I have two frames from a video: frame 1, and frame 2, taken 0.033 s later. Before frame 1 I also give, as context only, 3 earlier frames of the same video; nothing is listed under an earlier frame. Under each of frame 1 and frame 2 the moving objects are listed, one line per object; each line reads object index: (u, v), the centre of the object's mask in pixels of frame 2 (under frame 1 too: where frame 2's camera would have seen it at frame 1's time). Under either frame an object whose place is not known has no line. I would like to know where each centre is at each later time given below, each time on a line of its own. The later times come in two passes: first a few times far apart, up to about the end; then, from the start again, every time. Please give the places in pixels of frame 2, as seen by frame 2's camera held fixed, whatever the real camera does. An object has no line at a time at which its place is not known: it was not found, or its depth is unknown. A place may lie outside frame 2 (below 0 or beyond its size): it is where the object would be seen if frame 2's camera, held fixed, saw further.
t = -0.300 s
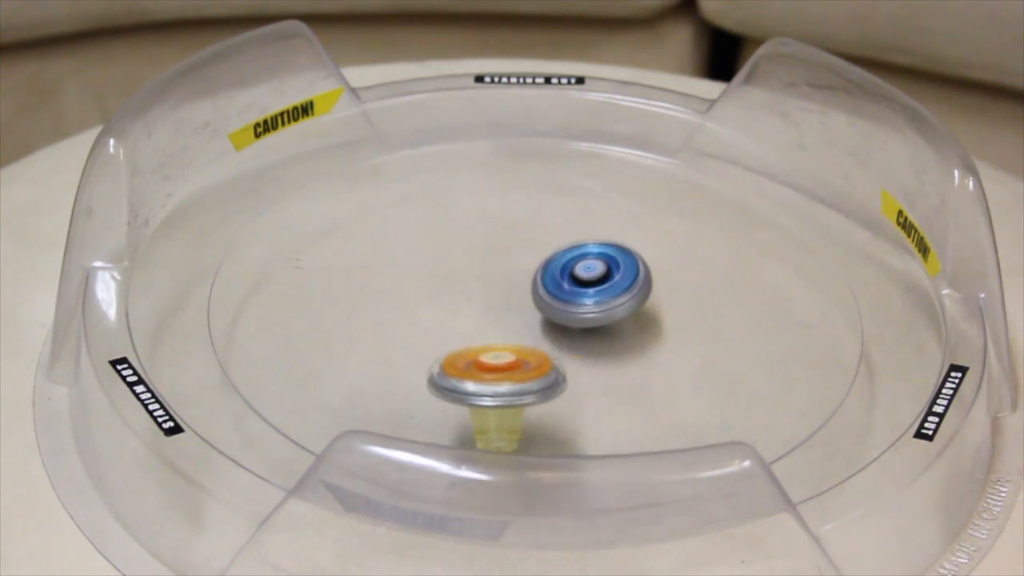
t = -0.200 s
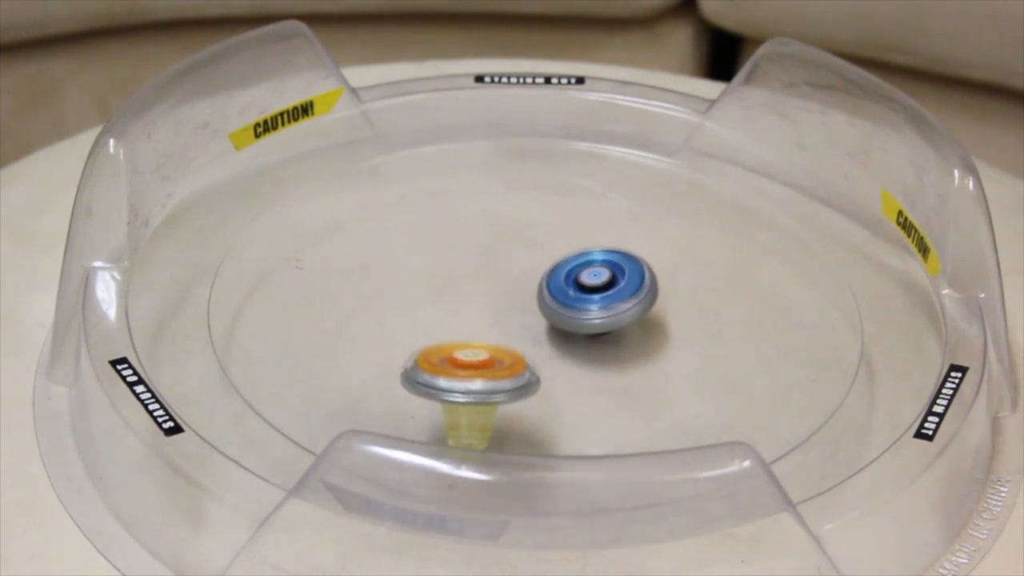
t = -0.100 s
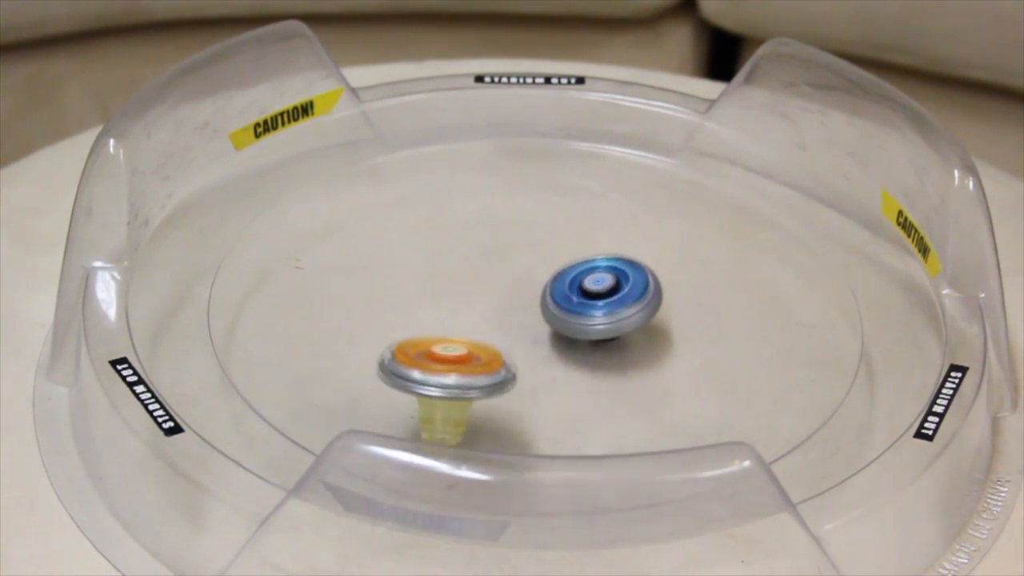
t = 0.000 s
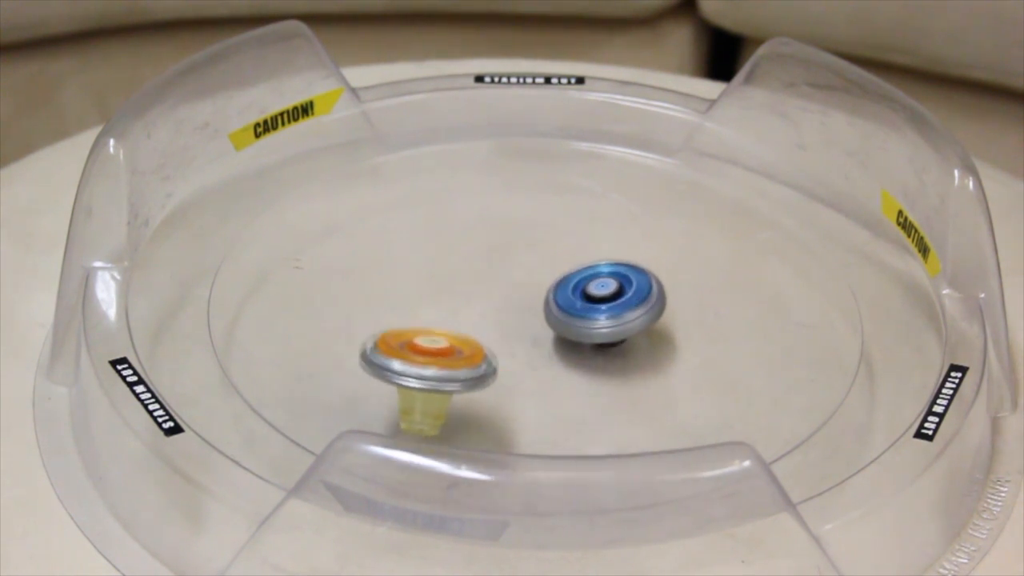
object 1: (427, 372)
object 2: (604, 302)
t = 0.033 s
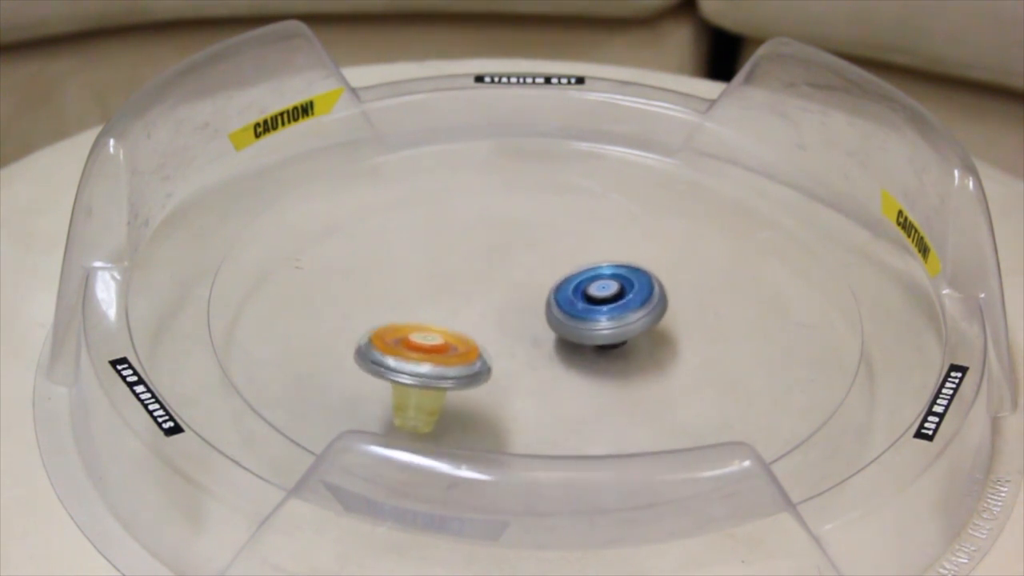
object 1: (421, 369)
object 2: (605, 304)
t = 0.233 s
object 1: (396, 340)
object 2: (606, 315)
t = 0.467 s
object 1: (369, 300)
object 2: (598, 324)
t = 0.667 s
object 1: (360, 267)
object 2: (584, 332)
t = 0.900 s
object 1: (371, 234)
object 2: (566, 344)
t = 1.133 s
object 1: (403, 210)
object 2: (555, 350)
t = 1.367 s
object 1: (452, 194)
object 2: (531, 347)
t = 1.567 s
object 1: (497, 187)
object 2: (512, 343)
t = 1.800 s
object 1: (559, 196)
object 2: (496, 336)
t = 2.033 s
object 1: (621, 211)
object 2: (490, 326)
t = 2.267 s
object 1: (674, 233)
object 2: (481, 315)
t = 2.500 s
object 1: (708, 261)
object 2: (477, 302)
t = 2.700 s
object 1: (711, 290)
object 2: (482, 293)
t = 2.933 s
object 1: (691, 327)
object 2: (496, 286)
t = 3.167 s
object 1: (655, 360)
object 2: (515, 282)
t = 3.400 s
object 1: (602, 382)
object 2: (535, 283)
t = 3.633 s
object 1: (537, 389)
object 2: (552, 286)
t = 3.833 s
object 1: (478, 381)
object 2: (562, 292)
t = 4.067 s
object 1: (422, 357)
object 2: (572, 301)
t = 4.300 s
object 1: (383, 321)
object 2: (579, 308)
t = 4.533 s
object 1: (367, 283)
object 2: (576, 315)
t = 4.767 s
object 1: (374, 247)
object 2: (574, 326)
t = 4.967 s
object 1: (402, 226)
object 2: (567, 333)
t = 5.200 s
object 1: (451, 207)
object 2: (549, 339)
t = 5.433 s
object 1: (503, 193)
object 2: (529, 343)
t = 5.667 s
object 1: (559, 198)
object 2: (509, 340)
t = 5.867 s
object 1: (607, 214)
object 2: (500, 335)
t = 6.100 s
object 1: (656, 244)
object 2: (492, 325)
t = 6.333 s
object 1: (685, 281)
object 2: (486, 315)
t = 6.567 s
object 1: (700, 313)
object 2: (484, 304)
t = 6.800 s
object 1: (684, 342)
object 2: (490, 295)
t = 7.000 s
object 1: (648, 362)
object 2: (499, 289)
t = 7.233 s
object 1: (587, 379)
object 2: (518, 284)
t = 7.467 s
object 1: (517, 381)
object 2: (541, 284)
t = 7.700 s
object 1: (451, 367)
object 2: (553, 284)
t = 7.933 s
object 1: (402, 340)
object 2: (566, 293)
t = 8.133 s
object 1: (379, 310)
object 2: (575, 302)
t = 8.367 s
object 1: (374, 274)
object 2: (576, 308)
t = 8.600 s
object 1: (393, 242)
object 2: (575, 316)
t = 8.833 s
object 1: (434, 220)
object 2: (568, 324)
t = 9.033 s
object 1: (481, 207)
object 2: (561, 327)
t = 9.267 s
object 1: (540, 206)
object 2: (540, 331)
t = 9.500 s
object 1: (600, 216)
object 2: (525, 332)
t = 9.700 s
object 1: (644, 235)
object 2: (512, 330)
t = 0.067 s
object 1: (417, 365)
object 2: (606, 306)
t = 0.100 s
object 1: (412, 361)
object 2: (607, 307)
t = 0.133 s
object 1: (408, 356)
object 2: (607, 309)
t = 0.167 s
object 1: (404, 351)
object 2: (607, 310)
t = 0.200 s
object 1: (399, 345)
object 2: (607, 313)
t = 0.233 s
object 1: (396, 340)
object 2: (606, 315)
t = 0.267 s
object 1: (390, 334)
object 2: (604, 317)
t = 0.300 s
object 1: (387, 329)
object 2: (603, 318)
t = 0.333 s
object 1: (382, 324)
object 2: (603, 319)
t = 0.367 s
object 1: (380, 318)
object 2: (602, 321)
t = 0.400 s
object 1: (376, 312)
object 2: (601, 322)
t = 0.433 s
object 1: (373, 306)
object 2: (600, 323)
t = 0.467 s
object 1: (369, 300)
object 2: (598, 324)
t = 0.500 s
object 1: (367, 295)
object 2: (597, 325)
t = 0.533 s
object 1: (364, 289)
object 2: (595, 326)
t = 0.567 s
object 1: (364, 284)
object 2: (592, 328)
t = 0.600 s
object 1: (361, 278)
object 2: (590, 329)
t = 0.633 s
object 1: (362, 273)
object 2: (587, 331)
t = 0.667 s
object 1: (360, 267)
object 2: (584, 332)
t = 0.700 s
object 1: (361, 262)
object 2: (581, 334)
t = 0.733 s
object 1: (361, 257)
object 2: (578, 336)
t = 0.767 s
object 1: (363, 252)
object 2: (575, 338)
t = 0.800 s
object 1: (364, 247)
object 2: (573, 339)
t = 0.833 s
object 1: (367, 242)
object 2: (570, 341)
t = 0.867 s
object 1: (369, 238)
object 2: (568, 343)
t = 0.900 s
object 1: (371, 234)
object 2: (566, 344)
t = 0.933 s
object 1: (374, 230)
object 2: (565, 345)
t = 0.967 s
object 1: (378, 226)
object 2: (565, 347)
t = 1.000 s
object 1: (382, 222)
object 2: (563, 348)
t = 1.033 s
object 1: (386, 218)
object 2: (562, 349)
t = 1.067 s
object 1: (391, 216)
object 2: (559, 349)
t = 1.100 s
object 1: (396, 213)
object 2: (557, 350)
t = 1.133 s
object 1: (403, 210)
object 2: (555, 350)
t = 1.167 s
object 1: (408, 207)
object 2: (553, 350)
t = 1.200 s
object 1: (415, 205)
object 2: (550, 350)
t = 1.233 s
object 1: (421, 203)
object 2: (546, 349)
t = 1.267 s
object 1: (429, 200)
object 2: (542, 349)
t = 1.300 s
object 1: (436, 198)
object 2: (538, 348)
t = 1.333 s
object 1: (443, 196)
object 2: (534, 348)
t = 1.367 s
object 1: (452, 194)
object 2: (531, 347)
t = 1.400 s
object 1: (458, 192)
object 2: (528, 346)
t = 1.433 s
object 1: (466, 190)
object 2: (525, 345)
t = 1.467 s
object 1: (474, 189)
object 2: (522, 344)
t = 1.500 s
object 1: (481, 188)
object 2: (519, 344)
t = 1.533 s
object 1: (490, 187)
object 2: (515, 343)
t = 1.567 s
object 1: (497, 187)
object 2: (512, 343)
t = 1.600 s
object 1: (506, 187)
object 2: (509, 343)
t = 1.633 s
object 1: (514, 188)
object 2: (506, 342)
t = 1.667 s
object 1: (523, 190)
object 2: (503, 341)
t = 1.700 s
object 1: (532, 191)
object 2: (501, 340)
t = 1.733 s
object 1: (540, 192)
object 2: (499, 339)
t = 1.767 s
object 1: (550, 194)
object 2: (497, 338)
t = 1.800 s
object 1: (559, 196)
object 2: (496, 336)
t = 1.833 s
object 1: (569, 198)
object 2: (495, 335)
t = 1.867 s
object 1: (578, 200)
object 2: (494, 333)
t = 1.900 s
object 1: (586, 202)
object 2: (494, 331)
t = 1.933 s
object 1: (596, 204)
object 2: (493, 330)
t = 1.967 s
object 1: (604, 206)
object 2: (492, 328)
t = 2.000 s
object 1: (612, 208)
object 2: (491, 327)
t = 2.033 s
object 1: (621, 211)
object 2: (490, 326)
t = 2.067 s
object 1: (629, 213)
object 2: (489, 324)
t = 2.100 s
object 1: (637, 217)
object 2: (488, 323)
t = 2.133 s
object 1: (646, 220)
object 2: (486, 321)
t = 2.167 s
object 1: (653, 223)
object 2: (485, 319)
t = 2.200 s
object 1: (660, 226)
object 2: (484, 318)
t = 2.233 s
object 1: (667, 230)
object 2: (482, 316)
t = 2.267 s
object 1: (674, 233)
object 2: (481, 315)
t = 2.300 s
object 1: (681, 237)
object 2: (480, 313)
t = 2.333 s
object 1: (686, 241)
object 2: (479, 311)
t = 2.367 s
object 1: (691, 245)
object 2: (479, 309)
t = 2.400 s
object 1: (697, 248)
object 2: (478, 308)
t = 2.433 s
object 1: (700, 251)
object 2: (478, 306)
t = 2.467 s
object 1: (705, 257)
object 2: (477, 304)
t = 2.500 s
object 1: (708, 261)
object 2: (477, 302)
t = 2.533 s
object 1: (710, 266)
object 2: (478, 301)
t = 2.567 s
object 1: (712, 271)
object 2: (478, 299)
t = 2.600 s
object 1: (713, 275)
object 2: (479, 298)
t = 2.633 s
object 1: (713, 280)
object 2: (480, 296)
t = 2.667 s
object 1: (712, 285)
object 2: (481, 294)
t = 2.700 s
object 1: (711, 290)
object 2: (482, 293)
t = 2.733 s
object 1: (710, 295)
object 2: (484, 292)
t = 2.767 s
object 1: (707, 301)
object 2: (487, 291)
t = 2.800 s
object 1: (705, 306)
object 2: (489, 290)
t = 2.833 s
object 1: (702, 311)
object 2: (490, 289)
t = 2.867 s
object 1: (698, 317)
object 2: (492, 288)
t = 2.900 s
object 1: (694, 322)
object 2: (494, 287)
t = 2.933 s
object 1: (691, 327)
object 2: (496, 286)
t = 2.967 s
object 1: (686, 333)
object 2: (498, 285)
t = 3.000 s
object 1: (682, 338)
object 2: (501, 284)
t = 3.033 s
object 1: (677, 342)
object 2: (503, 284)
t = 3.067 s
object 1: (672, 347)
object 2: (506, 283)
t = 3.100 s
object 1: (666, 352)
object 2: (509, 283)
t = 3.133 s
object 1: (661, 357)
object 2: (512, 282)
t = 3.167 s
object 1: (655, 360)
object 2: (515, 282)
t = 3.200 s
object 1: (648, 364)
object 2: (518, 282)
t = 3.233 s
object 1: (641, 368)
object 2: (521, 282)
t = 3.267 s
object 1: (635, 372)
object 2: (524, 282)
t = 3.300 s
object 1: (628, 375)
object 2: (527, 282)
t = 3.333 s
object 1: (619, 377)
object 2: (529, 282)
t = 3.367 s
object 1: (610, 380)
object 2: (532, 283)
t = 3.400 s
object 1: (602, 382)
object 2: (535, 283)
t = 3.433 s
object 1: (594, 384)
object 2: (538, 283)
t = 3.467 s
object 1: (585, 385)
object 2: (541, 284)
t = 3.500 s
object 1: (575, 387)
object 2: (543, 285)
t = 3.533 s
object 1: (566, 388)
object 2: (546, 285)
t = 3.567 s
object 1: (557, 388)
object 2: (548, 286)
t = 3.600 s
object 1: (547, 389)
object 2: (550, 286)
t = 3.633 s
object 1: (537, 389)
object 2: (552, 286)
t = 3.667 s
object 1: (527, 389)
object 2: (554, 287)
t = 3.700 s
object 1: (517, 388)
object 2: (555, 288)
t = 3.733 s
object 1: (508, 387)
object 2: (557, 288)
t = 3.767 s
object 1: (498, 385)
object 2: (558, 290)
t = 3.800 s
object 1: (488, 383)
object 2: (560, 291)
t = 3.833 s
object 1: (478, 381)
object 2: (562, 292)
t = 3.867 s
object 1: (469, 379)
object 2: (564, 293)
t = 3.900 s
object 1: (461, 376)
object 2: (566, 295)
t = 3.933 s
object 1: (452, 373)
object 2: (568, 296)
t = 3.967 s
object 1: (444, 369)
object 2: (570, 298)
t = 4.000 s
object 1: (436, 365)
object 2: (571, 299)
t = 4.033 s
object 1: (429, 361)
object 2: (572, 300)
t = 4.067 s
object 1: (422, 357)
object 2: (572, 301)
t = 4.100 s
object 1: (416, 352)
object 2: (573, 303)
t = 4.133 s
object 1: (411, 347)
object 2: (574, 304)
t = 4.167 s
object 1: (404, 342)
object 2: (575, 306)
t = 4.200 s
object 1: (398, 337)
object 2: (576, 307)
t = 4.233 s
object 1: (392, 332)
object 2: (578, 308)
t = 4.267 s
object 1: (387, 327)
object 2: (578, 308)
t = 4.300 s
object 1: (383, 321)
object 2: (579, 308)
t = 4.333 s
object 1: (380, 317)
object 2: (579, 309)
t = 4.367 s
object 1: (377, 311)
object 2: (578, 309)
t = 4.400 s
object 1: (375, 305)
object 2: (578, 310)
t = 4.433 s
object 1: (372, 300)
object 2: (577, 311)
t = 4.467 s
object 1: (369, 294)
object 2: (577, 312)
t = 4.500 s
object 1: (368, 288)
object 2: (577, 314)
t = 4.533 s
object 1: (367, 283)
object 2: (576, 315)
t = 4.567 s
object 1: (366, 278)
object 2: (576, 317)
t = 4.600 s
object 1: (367, 272)
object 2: (576, 319)
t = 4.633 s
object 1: (367, 266)
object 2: (575, 321)
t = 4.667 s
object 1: (368, 261)
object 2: (575, 322)
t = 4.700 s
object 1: (370, 256)
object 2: (575, 324)
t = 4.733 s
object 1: (372, 252)
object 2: (574, 325)
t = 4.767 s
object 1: (374, 247)
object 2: (574, 326)
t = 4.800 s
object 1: (377, 243)
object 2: (574, 327)
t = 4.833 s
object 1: (380, 238)
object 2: (573, 328)
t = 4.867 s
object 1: (385, 235)
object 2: (572, 330)
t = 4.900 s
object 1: (390, 232)
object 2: (570, 331)
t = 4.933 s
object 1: (395, 229)
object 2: (569, 332)
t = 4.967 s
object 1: (402, 226)
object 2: (567, 333)
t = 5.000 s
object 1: (408, 223)
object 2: (566, 333)
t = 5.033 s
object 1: (415, 221)
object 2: (564, 335)
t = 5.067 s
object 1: (422, 218)
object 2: (561, 336)
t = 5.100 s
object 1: (430, 215)
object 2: (559, 336)
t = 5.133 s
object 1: (437, 213)
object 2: (556, 338)
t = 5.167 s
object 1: (444, 210)
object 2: (553, 338)
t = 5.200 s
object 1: (451, 207)
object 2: (549, 339)
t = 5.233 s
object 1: (458, 204)
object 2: (546, 340)
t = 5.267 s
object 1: (465, 201)
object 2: (543, 340)
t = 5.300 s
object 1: (473, 199)
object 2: (540, 341)
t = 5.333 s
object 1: (480, 197)
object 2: (537, 342)
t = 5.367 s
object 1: (488, 195)
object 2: (535, 343)
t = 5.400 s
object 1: (496, 194)
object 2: (532, 343)
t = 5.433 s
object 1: (503, 193)
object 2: (529, 343)
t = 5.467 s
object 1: (511, 192)
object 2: (526, 344)
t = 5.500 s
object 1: (519, 192)
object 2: (523, 343)
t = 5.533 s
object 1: (526, 192)
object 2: (520, 343)
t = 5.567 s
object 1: (534, 193)
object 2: (517, 343)
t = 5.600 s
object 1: (542, 194)
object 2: (514, 342)
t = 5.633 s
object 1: (551, 196)
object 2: (511, 341)
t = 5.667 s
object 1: (559, 198)
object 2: (509, 340)
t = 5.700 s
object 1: (567, 200)
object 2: (507, 339)
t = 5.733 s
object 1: (575, 202)
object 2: (505, 339)
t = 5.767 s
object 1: (583, 205)
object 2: (504, 338)
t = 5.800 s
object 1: (592, 208)
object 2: (503, 337)
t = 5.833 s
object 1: (599, 211)
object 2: (502, 336)
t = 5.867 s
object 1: (607, 214)
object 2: (500, 335)
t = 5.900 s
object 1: (615, 218)
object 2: (499, 334)
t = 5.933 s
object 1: (623, 222)
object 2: (497, 332)
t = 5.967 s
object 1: (631, 225)
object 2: (496, 330)
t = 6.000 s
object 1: (639, 229)
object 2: (494, 329)
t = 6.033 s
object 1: (645, 233)
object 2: (493, 327)
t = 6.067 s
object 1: (651, 239)
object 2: (492, 326)
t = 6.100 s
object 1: (656, 244)
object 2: (492, 325)
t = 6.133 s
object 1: (661, 248)
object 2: (491, 323)
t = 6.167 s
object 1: (665, 255)
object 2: (490, 322)
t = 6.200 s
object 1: (669, 260)
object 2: (489, 321)
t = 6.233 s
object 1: (673, 266)
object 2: (488, 320)
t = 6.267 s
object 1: (676, 271)
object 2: (487, 318)
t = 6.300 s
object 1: (680, 276)
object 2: (487, 317)
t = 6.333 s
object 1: (685, 281)
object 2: (486, 315)
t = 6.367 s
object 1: (688, 285)
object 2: (486, 314)
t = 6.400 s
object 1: (692, 290)
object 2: (486, 312)
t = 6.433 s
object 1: (695, 295)
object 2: (486, 311)
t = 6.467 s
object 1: (697, 300)
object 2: (485, 309)
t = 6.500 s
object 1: (698, 304)
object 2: (485, 307)
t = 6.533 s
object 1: (699, 308)
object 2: (484, 306)
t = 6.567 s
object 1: (700, 313)
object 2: (484, 304)
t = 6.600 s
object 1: (699, 317)
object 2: (484, 303)
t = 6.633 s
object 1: (698, 321)
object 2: (485, 301)
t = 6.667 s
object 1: (697, 325)
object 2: (485, 300)
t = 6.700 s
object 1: (695, 329)
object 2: (486, 298)
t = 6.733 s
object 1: (692, 334)
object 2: (487, 297)
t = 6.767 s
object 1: (688, 338)
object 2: (489, 296)
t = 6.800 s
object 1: (684, 342)
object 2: (490, 295)
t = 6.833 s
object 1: (680, 346)
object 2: (492, 293)
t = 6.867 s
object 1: (674, 349)
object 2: (493, 292)
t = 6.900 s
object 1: (669, 353)
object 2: (495, 291)
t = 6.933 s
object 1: (662, 356)
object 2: (496, 290)
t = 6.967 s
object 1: (656, 359)
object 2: (497, 290)
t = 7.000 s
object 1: (648, 362)
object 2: (499, 289)
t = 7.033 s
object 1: (641, 365)
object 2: (501, 289)
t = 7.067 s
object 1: (634, 369)
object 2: (503, 288)
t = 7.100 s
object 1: (625, 371)
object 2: (505, 287)
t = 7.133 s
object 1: (616, 374)
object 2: (508, 286)
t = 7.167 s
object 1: (607, 377)
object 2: (511, 285)
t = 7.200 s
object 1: (597, 378)
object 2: (514, 285)
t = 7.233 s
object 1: (587, 379)
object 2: (518, 284)
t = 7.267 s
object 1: (578, 380)
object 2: (522, 284)
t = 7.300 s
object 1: (569, 381)
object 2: (525, 283)
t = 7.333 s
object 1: (559, 382)
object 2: (529, 283)
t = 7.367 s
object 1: (549, 382)
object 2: (532, 284)
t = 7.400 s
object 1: (538, 383)
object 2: (536, 284)
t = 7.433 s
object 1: (527, 382)
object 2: (538, 284)
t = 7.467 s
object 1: (517, 381)
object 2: (541, 284)
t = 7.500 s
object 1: (506, 380)
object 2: (543, 283)
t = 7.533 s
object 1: (497, 379)
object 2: (545, 284)
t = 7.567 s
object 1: (487, 377)
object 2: (547, 284)
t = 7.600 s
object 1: (478, 375)
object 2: (549, 283)
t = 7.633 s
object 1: (469, 373)
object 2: (550, 284)
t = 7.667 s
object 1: (459, 370)
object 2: (552, 283)
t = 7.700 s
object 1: (451, 367)
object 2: (553, 284)
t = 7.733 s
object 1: (443, 363)
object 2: (555, 285)
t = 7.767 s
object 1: (436, 360)
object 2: (557, 286)
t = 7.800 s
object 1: (429, 356)
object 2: (559, 287)
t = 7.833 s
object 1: (422, 353)
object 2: (561, 288)
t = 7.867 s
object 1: (415, 349)
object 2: (562, 290)
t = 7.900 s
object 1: (408, 344)
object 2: (564, 291)
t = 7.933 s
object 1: (402, 340)
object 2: (566, 293)
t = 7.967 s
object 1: (397, 335)
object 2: (569, 295)
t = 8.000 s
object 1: (393, 330)
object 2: (570, 296)
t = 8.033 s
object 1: (389, 326)
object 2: (572, 298)
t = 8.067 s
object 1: (384, 320)
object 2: (573, 299)
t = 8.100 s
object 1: (381, 315)
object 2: (574, 301)
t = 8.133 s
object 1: (379, 310)
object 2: (575, 302)
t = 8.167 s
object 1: (377, 305)
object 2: (575, 304)
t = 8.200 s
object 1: (375, 301)
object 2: (575, 305)
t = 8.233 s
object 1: (374, 295)
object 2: (575, 307)
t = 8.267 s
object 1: (373, 290)
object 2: (576, 307)
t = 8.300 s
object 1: (373, 285)
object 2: (576, 307)
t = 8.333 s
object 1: (374, 280)
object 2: (576, 307)
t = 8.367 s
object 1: (374, 274)
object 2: (576, 308)
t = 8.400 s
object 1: (375, 269)
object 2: (577, 308)
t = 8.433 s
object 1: (377, 264)
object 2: (577, 309)
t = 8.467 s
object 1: (380, 260)
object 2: (577, 310)
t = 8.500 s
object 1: (383, 255)
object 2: (577, 312)
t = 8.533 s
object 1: (385, 250)
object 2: (576, 313)
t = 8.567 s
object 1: (389, 246)
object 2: (576, 315)
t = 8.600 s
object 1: (393, 242)
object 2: (575, 316)
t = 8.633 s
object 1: (398, 238)
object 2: (574, 318)
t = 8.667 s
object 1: (402, 234)
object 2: (573, 320)
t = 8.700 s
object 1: (407, 231)
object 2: (572, 322)
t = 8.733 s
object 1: (414, 228)
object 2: (571, 323)
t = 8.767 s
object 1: (421, 225)
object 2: (570, 323)
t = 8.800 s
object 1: (427, 223)
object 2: (568, 324)
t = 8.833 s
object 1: (434, 220)
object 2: (568, 324)
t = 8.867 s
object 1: (442, 218)
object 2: (567, 324)
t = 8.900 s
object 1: (450, 216)
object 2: (566, 324)
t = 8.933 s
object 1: (457, 213)
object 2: (565, 325)
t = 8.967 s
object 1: (465, 210)
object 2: (564, 325)
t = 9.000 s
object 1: (473, 209)
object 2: (563, 326)
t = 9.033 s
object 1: (481, 207)
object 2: (561, 327)
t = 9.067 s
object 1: (489, 206)
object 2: (559, 328)
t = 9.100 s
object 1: (497, 205)
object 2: (556, 328)
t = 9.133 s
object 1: (506, 205)
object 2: (553, 329)
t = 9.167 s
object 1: (514, 205)
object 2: (550, 330)
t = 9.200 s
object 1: (522, 205)
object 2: (546, 330)
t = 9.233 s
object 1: (531, 206)
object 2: (543, 331)
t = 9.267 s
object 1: (540, 206)
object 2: (540, 331)
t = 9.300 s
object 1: (549, 207)
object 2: (537, 332)
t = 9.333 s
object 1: (558, 208)
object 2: (535, 332)
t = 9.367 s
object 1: (567, 210)
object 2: (532, 332)
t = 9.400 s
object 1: (576, 212)
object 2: (530, 332)
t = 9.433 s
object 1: (584, 213)
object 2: (529, 332)
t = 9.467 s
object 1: (592, 214)
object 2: (527, 332)
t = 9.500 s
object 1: (600, 216)
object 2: (525, 332)
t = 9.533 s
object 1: (609, 219)
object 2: (523, 332)
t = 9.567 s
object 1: (616, 222)
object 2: (521, 332)
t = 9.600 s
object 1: (623, 225)
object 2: (519, 331)
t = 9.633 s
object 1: (631, 228)
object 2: (516, 331)
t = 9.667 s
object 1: (638, 231)
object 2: (514, 331)
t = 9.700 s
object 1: (644, 235)
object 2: (512, 330)
